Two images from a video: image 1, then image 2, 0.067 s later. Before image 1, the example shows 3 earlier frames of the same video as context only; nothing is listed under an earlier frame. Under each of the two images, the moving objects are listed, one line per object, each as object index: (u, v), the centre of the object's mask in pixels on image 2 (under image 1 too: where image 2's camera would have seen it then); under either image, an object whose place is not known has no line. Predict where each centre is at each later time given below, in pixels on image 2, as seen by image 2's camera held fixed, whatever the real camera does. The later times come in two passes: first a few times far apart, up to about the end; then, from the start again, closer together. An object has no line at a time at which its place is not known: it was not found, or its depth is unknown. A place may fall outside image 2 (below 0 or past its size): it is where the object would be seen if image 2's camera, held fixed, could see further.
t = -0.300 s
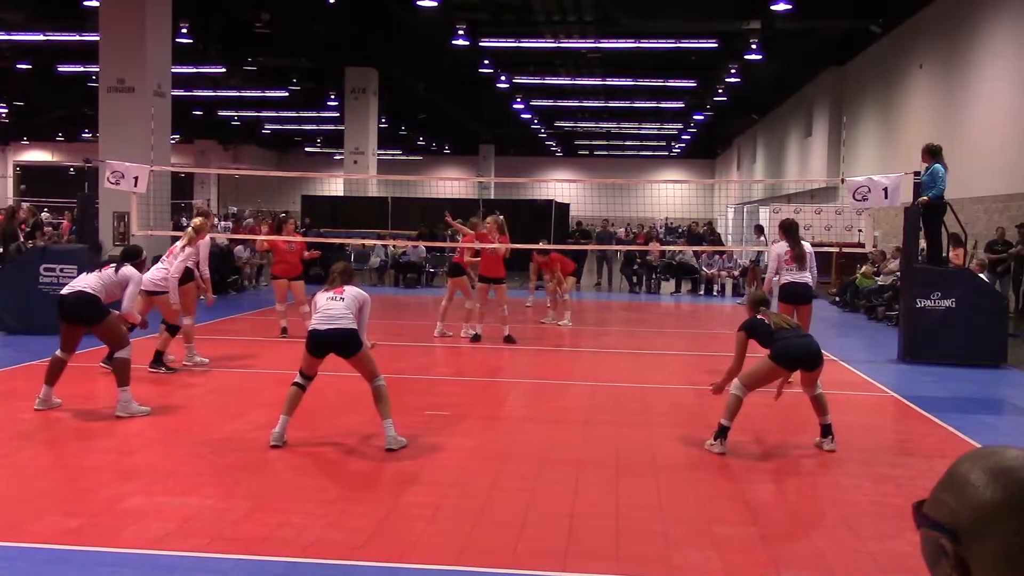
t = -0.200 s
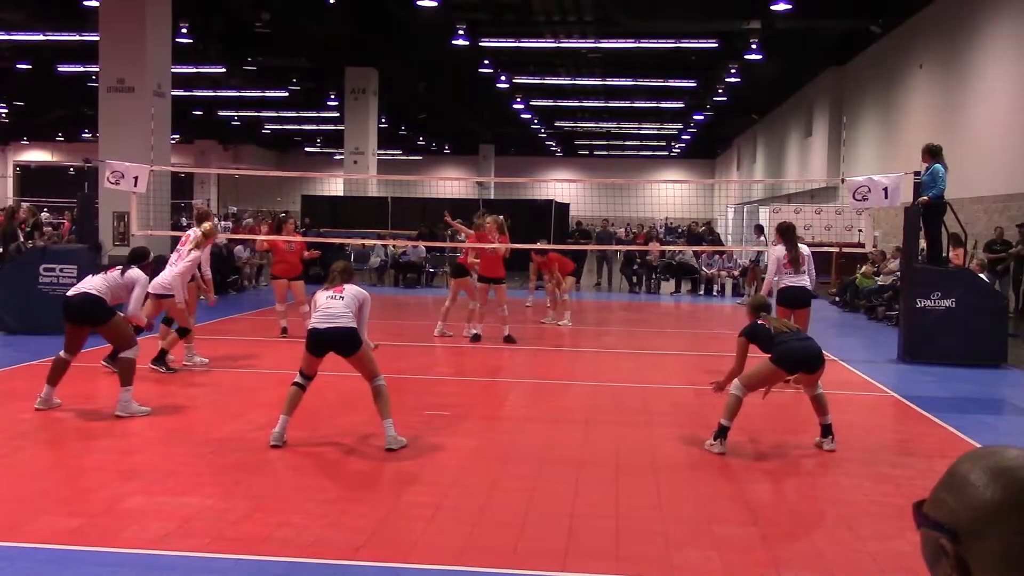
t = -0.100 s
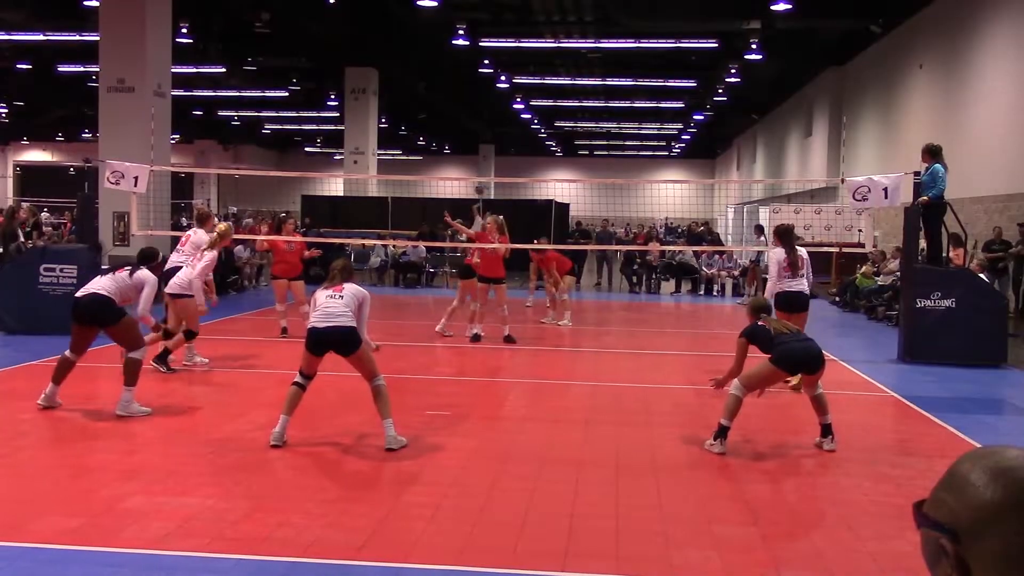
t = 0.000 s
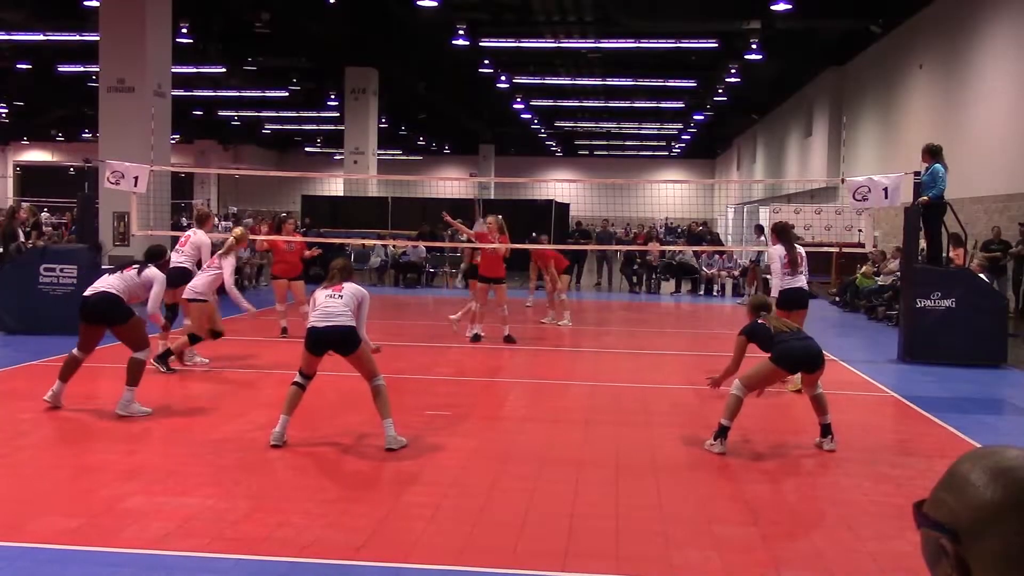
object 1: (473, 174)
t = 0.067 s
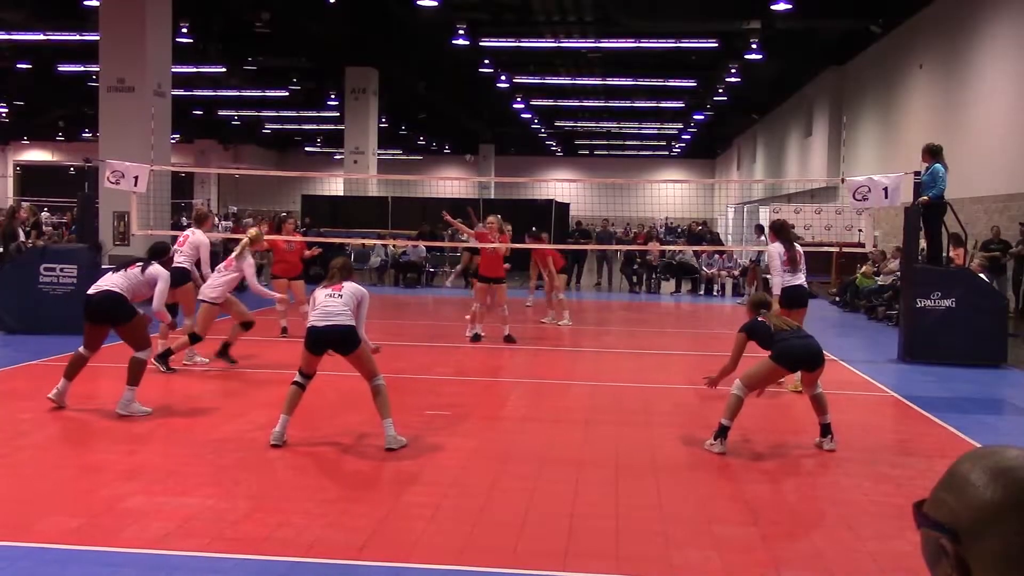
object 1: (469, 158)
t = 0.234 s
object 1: (452, 125)
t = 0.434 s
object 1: (426, 94)
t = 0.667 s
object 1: (379, 90)
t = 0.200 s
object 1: (456, 131)
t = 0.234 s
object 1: (452, 125)
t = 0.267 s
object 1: (449, 119)
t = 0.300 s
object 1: (445, 113)
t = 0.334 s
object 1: (440, 108)
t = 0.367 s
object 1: (436, 103)
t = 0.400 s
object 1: (431, 98)
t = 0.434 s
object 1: (426, 94)
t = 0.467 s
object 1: (420, 91)
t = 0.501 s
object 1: (414, 89)
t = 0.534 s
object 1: (407, 88)
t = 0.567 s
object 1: (401, 87)
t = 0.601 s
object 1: (393, 87)
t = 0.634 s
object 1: (387, 89)
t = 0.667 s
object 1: (379, 90)
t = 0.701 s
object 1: (371, 93)
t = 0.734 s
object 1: (364, 97)
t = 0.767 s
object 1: (356, 103)
